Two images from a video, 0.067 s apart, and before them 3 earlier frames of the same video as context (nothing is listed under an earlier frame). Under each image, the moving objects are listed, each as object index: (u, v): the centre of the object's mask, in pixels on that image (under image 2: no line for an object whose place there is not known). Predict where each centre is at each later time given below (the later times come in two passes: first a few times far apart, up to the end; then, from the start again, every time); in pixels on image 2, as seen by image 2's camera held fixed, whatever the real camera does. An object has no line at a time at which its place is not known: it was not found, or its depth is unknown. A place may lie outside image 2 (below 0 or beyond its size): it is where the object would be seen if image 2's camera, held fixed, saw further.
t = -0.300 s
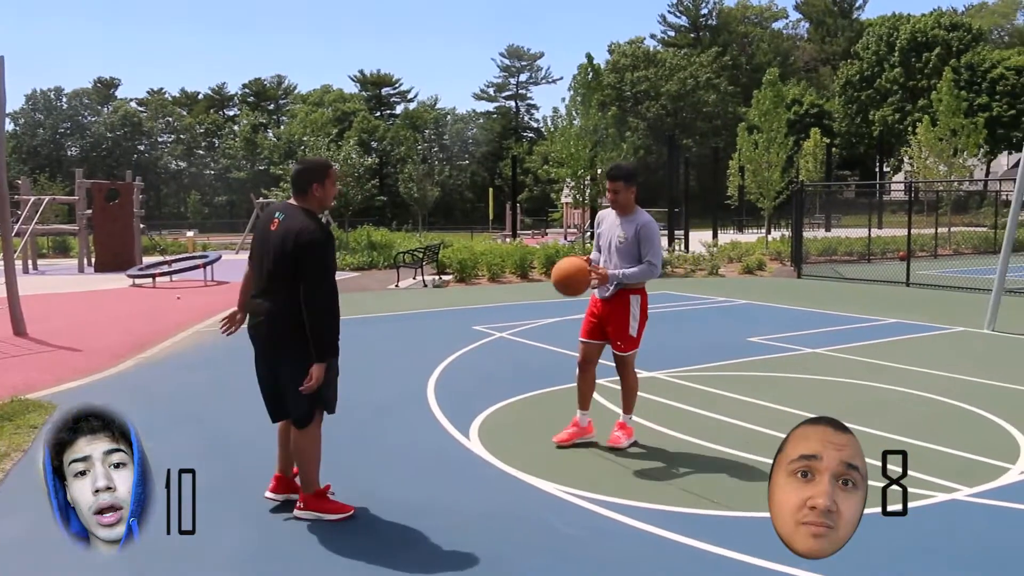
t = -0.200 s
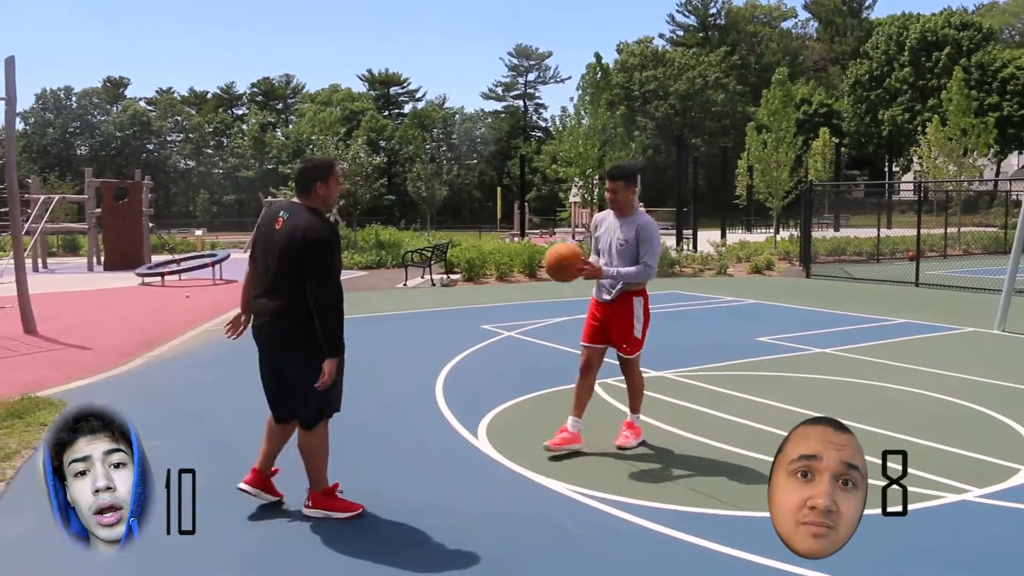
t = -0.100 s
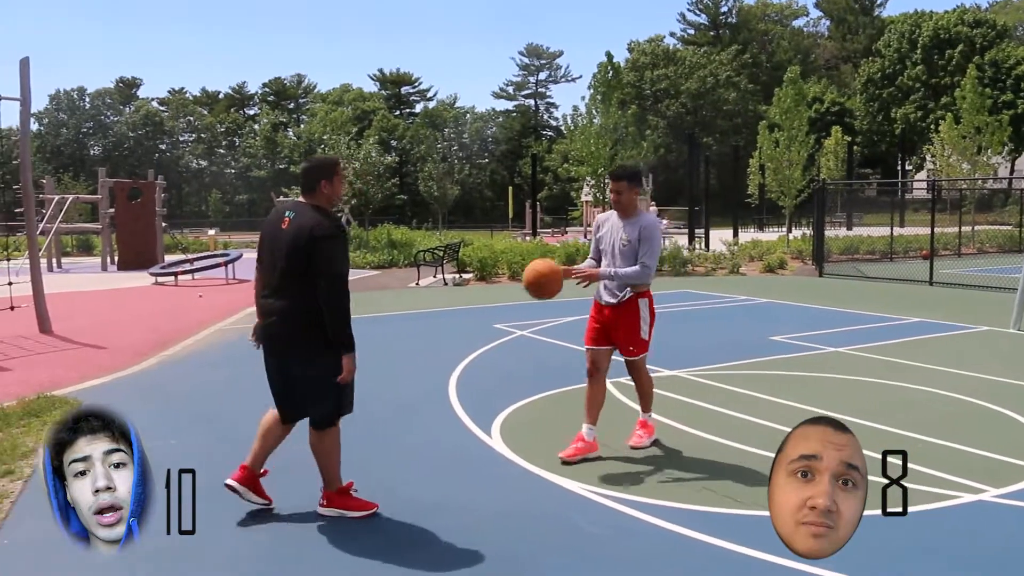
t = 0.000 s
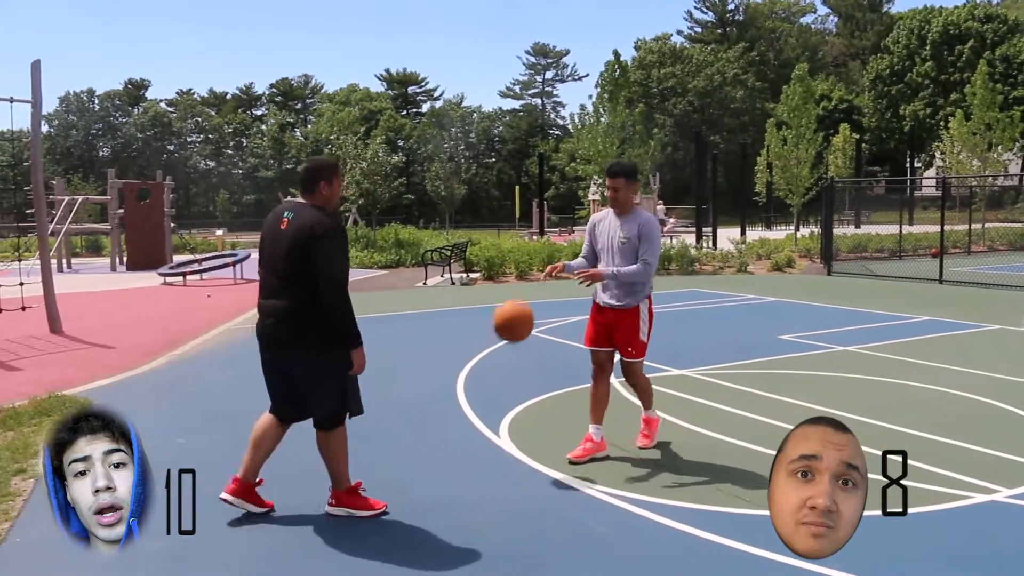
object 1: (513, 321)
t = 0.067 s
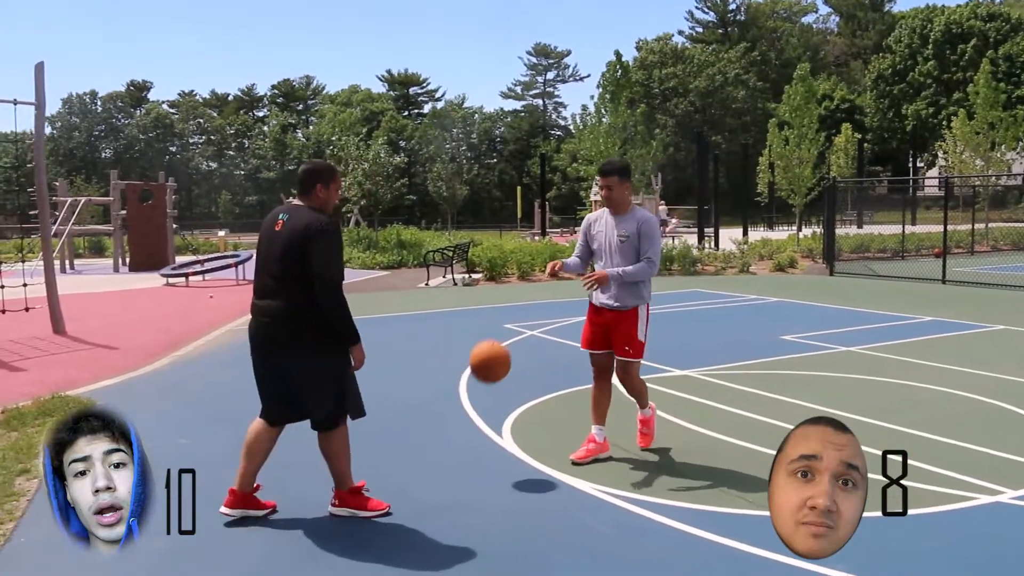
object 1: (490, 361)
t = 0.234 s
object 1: (429, 445)
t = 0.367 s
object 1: (392, 371)
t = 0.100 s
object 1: (477, 384)
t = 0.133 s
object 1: (464, 410)
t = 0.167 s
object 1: (451, 438)
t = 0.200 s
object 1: (438, 465)
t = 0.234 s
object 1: (429, 445)
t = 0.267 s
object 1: (421, 424)
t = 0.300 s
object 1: (411, 404)
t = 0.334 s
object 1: (401, 387)
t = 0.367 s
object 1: (392, 371)
